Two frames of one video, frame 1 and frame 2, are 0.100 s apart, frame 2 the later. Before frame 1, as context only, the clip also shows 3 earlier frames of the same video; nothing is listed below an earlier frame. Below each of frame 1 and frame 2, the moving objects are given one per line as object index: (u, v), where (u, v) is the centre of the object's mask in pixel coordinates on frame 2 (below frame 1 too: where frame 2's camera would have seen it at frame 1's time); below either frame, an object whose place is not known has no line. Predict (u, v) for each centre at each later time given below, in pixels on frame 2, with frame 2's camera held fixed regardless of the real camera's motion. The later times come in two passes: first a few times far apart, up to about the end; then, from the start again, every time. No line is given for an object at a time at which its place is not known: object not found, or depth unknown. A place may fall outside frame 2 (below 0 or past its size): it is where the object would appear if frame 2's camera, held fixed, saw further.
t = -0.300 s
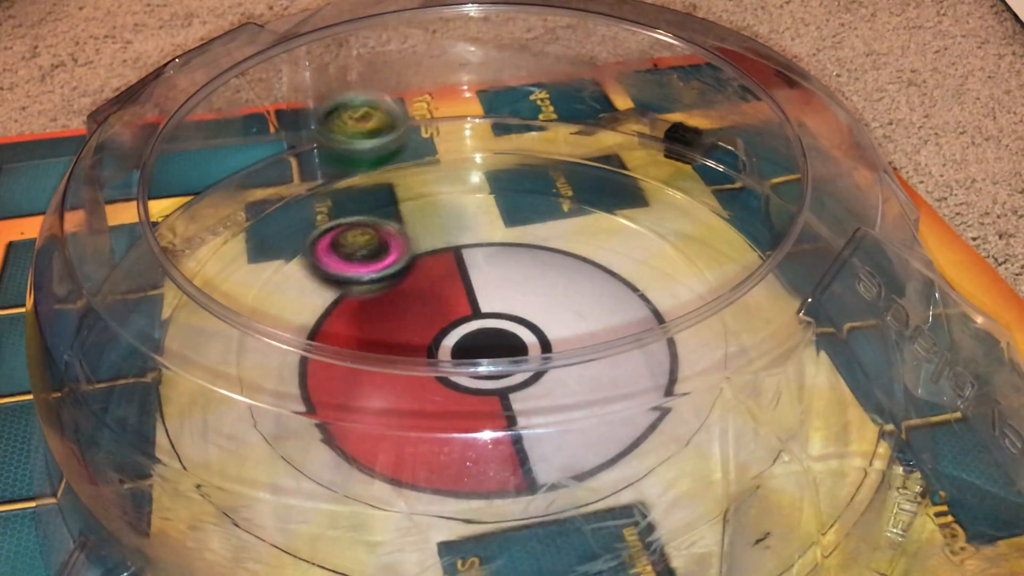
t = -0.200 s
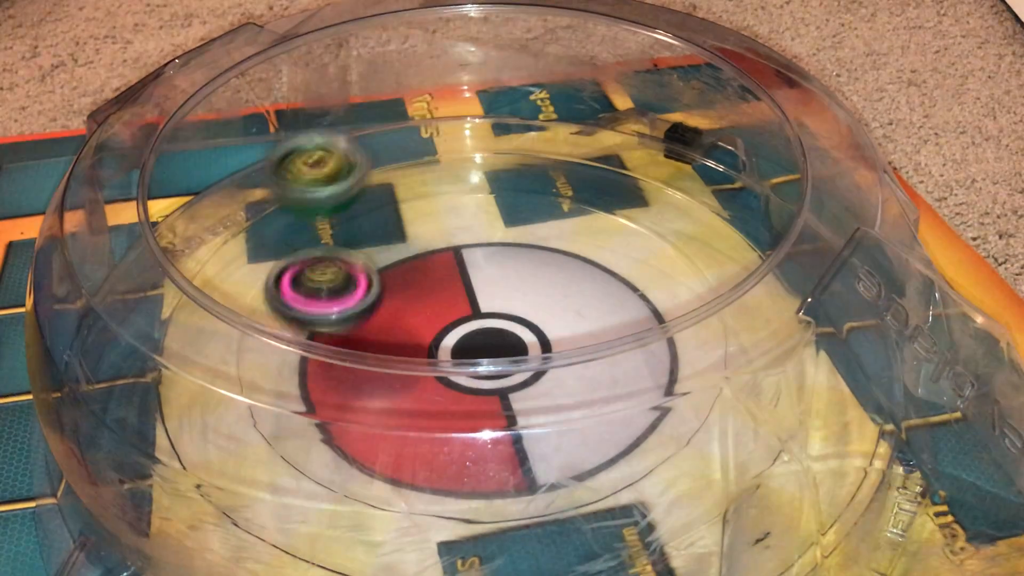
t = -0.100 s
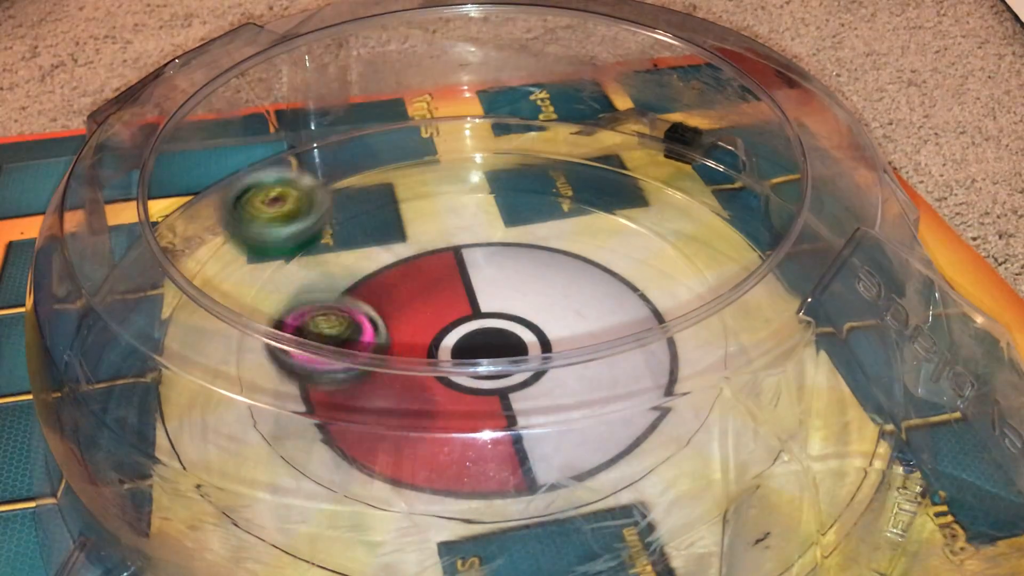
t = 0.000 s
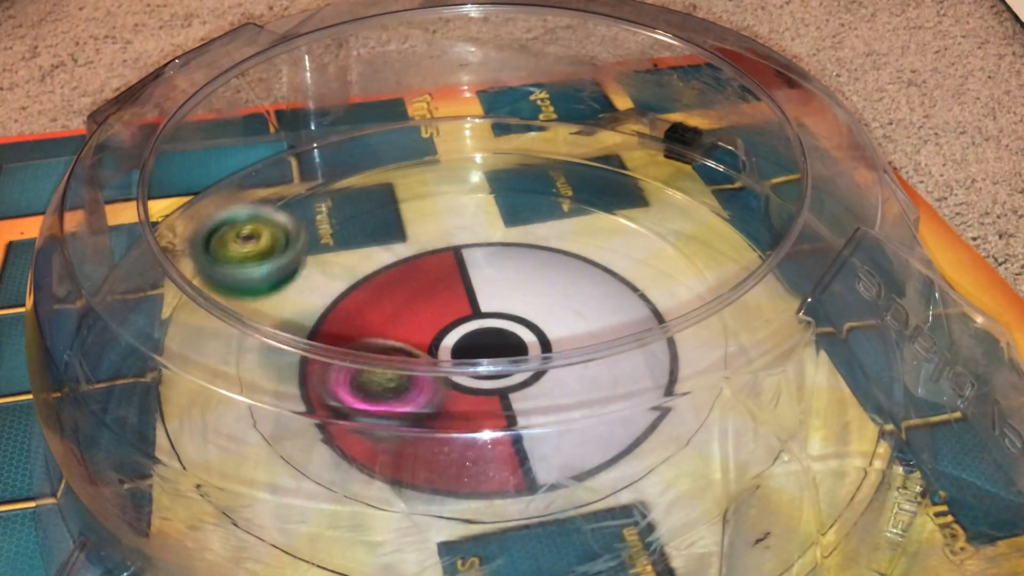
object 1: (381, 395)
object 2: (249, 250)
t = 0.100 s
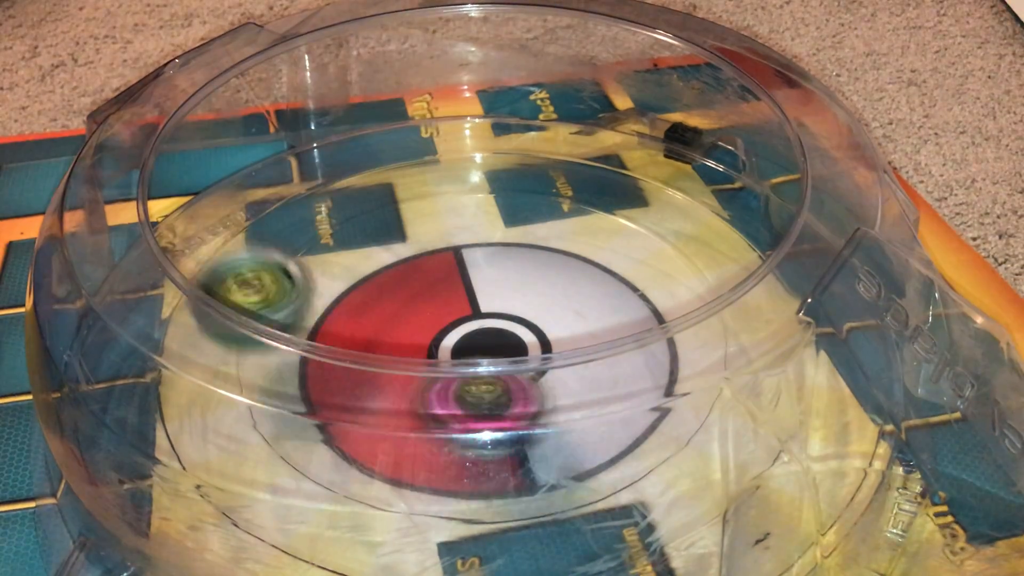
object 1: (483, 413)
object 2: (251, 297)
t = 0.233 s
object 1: (594, 346)
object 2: (385, 390)
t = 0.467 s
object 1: (547, 226)
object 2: (747, 299)
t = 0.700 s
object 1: (378, 232)
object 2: (735, 175)
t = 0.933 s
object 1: (341, 364)
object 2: (572, 121)
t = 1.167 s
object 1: (585, 391)
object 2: (369, 149)
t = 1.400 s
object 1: (632, 249)
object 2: (217, 225)
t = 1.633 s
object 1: (472, 205)
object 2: (163, 359)
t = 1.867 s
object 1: (345, 309)
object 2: (276, 482)
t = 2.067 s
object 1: (478, 423)
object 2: (450, 522)
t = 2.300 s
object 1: (677, 339)
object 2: (653, 492)
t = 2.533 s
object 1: (589, 230)
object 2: (762, 393)
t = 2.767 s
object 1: (386, 259)
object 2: (757, 274)
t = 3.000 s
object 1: (362, 413)
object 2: (674, 188)
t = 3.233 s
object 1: (596, 421)
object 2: (551, 135)
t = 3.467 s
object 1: (629, 286)
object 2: (415, 134)
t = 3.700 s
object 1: (429, 235)
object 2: (282, 176)
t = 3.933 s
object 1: (289, 350)
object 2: (175, 306)
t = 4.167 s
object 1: (456, 446)
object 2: (204, 416)
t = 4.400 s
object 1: (633, 334)
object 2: (310, 472)
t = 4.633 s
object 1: (514, 216)
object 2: (443, 487)
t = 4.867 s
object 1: (334, 250)
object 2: (608, 431)
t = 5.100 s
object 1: (342, 391)
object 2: (635, 234)
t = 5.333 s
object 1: (590, 390)
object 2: (384, 173)
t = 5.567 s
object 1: (586, 243)
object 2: (210, 230)
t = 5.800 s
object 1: (415, 222)
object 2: (186, 300)
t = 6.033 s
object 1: (343, 346)
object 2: (198, 353)
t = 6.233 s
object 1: (519, 415)
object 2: (236, 398)
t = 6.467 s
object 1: (635, 292)
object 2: (402, 429)
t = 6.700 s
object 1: (501, 220)
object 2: (634, 301)
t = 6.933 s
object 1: (346, 301)
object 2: (514, 178)
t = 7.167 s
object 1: (456, 420)
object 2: (311, 221)
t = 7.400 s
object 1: (612, 332)
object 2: (333, 401)
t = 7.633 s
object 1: (489, 248)
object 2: (659, 393)
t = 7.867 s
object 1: (352, 315)
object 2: (670, 219)
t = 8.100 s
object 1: (477, 411)
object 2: (452, 177)
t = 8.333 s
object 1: (559, 299)
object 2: (281, 296)
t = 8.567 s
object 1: (409, 267)
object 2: (430, 462)
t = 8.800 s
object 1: (398, 374)
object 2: (691, 377)
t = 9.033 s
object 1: (536, 348)
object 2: (612, 216)
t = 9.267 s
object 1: (508, 299)
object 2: (367, 197)
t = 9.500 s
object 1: (448, 312)
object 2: (251, 348)
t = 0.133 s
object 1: (518, 406)
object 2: (267, 316)
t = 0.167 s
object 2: (296, 344)
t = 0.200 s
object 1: (579, 371)
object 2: (337, 367)
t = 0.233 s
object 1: (594, 346)
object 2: (385, 390)
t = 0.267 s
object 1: (600, 318)
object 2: (447, 415)
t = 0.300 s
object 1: (608, 304)
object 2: (516, 416)
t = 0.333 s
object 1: (606, 286)
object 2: (587, 405)
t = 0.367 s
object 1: (598, 267)
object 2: (641, 386)
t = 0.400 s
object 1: (583, 251)
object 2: (688, 359)
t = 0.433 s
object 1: (566, 238)
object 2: (727, 326)
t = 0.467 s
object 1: (547, 226)
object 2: (747, 299)
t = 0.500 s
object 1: (525, 219)
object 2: (766, 275)
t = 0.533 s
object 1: (501, 215)
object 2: (782, 253)
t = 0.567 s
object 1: (477, 212)
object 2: (787, 233)
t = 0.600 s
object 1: (449, 214)
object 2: (787, 216)
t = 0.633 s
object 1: (423, 217)
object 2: (766, 197)
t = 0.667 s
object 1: (400, 223)
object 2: (756, 189)
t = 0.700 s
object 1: (378, 232)
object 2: (735, 175)
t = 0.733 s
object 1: (359, 242)
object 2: (717, 166)
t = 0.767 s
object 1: (343, 257)
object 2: (695, 157)
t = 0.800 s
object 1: (331, 275)
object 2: (672, 148)
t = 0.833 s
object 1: (323, 295)
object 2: (649, 140)
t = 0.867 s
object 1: (326, 309)
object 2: (625, 134)
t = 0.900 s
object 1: (329, 336)
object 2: (601, 127)
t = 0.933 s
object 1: (341, 364)
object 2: (572, 121)
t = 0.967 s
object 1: (363, 380)
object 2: (549, 119)
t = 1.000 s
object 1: (393, 405)
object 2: (522, 118)
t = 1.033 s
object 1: (428, 413)
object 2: (493, 120)
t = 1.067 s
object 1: (467, 418)
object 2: (458, 128)
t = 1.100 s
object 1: (509, 416)
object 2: (423, 136)
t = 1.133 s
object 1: (549, 408)
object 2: (396, 142)
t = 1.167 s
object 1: (585, 391)
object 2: (369, 149)
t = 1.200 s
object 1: (612, 368)
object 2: (342, 155)
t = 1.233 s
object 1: (633, 349)
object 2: (315, 163)
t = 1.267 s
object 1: (644, 326)
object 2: (290, 171)
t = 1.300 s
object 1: (649, 305)
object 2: (270, 185)
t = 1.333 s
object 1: (649, 285)
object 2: (251, 198)
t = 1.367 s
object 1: (642, 266)
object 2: (234, 211)
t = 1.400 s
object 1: (632, 249)
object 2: (217, 225)
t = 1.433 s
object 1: (616, 234)
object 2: (209, 238)
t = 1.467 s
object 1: (597, 223)
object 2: (206, 249)
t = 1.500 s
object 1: (574, 213)
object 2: (177, 277)
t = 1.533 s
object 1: (550, 206)
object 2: (169, 298)
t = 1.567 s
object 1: (524, 203)
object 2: (172, 315)
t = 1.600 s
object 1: (500, 203)
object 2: (167, 339)
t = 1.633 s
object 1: (472, 205)
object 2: (163, 359)
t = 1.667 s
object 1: (444, 212)
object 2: (172, 378)
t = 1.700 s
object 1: (419, 221)
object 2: (181, 398)
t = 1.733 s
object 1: (397, 234)
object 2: (190, 420)
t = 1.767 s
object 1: (376, 248)
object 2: (208, 438)
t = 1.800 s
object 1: (361, 266)
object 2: (227, 457)
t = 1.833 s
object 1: (348, 288)
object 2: (251, 470)
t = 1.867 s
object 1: (345, 309)
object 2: (276, 482)
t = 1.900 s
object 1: (348, 337)
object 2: (303, 496)
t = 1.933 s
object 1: (358, 363)
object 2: (331, 508)
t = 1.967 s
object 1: (380, 383)
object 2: (359, 516)
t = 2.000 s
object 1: (405, 410)
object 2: (388, 520)
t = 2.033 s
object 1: (442, 418)
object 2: (417, 522)
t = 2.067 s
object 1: (478, 423)
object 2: (450, 522)
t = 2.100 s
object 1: (519, 424)
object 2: (483, 520)
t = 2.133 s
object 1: (562, 422)
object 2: (515, 520)
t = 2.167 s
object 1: (598, 410)
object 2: (549, 517)
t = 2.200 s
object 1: (629, 398)
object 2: (579, 515)
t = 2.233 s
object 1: (654, 385)
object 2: (604, 509)
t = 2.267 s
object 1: (669, 360)
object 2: (633, 501)
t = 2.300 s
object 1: (677, 339)
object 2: (653, 492)
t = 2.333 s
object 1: (679, 318)
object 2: (670, 478)
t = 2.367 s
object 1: (676, 298)
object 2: (695, 466)
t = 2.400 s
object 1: (667, 280)
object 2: (710, 454)
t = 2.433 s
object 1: (655, 266)
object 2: (725, 444)
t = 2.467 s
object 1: (637, 250)
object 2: (741, 424)
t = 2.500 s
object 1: (615, 238)
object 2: (751, 407)
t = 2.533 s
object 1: (589, 230)
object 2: (762, 393)
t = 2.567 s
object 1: (563, 224)
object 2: (768, 376)
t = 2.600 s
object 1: (533, 220)
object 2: (770, 360)
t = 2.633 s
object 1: (503, 222)
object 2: (770, 343)
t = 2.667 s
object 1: (472, 226)
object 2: (767, 328)
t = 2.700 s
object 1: (440, 235)
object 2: (761, 307)
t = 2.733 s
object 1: (412, 246)
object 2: (760, 288)
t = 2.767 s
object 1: (386, 259)
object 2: (757, 274)
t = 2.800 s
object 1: (364, 276)
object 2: (735, 250)
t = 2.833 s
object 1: (346, 297)
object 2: (733, 241)
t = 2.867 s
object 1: (337, 312)
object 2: (730, 230)
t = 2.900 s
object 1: (330, 341)
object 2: (721, 220)
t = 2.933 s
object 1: (331, 366)
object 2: (708, 207)
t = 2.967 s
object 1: (341, 397)
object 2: (692, 198)
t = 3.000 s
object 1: (362, 413)
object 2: (674, 188)
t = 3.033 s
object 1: (388, 426)
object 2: (658, 179)
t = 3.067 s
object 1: (423, 438)
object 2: (639, 171)
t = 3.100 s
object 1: (459, 445)
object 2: (621, 162)
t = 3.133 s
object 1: (494, 447)
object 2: (604, 154)
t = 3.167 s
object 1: (529, 443)
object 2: (586, 148)
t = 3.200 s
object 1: (564, 432)
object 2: (569, 141)
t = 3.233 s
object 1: (596, 421)
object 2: (551, 135)
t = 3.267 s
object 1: (619, 408)
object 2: (533, 130)
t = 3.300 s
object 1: (638, 392)
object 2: (514, 128)
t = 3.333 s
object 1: (654, 375)
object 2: (495, 128)
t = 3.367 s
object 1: (655, 348)
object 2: (473, 129)
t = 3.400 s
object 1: (651, 324)
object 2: (454, 129)
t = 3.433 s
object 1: (639, 300)
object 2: (434, 131)
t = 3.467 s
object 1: (629, 286)
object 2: (415, 134)
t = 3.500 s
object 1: (609, 269)
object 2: (395, 138)
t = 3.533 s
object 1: (584, 256)
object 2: (378, 141)
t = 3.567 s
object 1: (556, 243)
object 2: (360, 146)
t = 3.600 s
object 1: (526, 237)
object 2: (340, 152)
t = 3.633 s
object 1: (495, 232)
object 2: (321, 159)
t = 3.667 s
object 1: (463, 232)
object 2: (301, 167)
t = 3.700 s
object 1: (429, 235)
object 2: (282, 176)
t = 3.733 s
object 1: (398, 241)
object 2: (266, 187)
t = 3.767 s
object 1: (369, 251)
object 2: (245, 199)
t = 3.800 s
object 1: (344, 263)
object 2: (226, 215)
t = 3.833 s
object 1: (323, 280)
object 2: (210, 232)
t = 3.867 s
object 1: (308, 298)
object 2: (204, 247)
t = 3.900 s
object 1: (305, 309)
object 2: (180, 282)
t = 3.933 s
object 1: (289, 350)
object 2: (175, 306)
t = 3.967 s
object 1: (292, 367)
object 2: (160, 333)
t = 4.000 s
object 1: (303, 394)
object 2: (165, 355)
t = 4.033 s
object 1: (322, 409)
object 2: (169, 369)
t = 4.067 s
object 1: (348, 426)
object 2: (176, 382)
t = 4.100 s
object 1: (380, 436)
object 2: (183, 394)
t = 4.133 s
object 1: (416, 443)
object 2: (191, 406)
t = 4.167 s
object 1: (456, 446)
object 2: (204, 416)
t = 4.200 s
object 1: (496, 445)
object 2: (216, 429)
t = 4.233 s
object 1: (530, 434)
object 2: (228, 439)
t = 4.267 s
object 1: (565, 423)
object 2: (244, 447)
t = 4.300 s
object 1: (595, 405)
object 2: (259, 455)
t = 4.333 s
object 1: (616, 385)
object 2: (274, 462)
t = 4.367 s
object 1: (630, 358)
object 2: (291, 467)
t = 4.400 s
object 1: (633, 334)
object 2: (310, 472)
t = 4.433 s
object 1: (627, 306)
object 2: (327, 478)
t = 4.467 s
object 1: (622, 289)
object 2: (343, 483)
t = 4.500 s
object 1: (607, 269)
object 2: (364, 486)
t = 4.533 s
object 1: (587, 250)
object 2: (382, 489)
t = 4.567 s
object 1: (566, 236)
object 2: (402, 490)
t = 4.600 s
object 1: (541, 224)
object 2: (423, 491)
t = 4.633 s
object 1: (514, 216)
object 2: (443, 487)
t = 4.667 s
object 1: (486, 213)
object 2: (461, 485)
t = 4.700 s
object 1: (457, 211)
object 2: (480, 481)
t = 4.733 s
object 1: (426, 214)
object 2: (501, 476)
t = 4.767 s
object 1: (399, 218)
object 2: (525, 471)
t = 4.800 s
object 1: (375, 225)
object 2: (549, 464)
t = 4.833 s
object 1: (352, 237)
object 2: (578, 451)
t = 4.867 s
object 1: (334, 250)
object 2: (608, 431)
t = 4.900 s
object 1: (320, 267)
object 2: (635, 408)
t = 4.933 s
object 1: (309, 285)
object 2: (658, 389)
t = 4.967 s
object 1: (307, 301)
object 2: (667, 354)
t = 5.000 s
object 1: (304, 324)
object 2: (672, 321)
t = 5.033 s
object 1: (313, 341)
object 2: (665, 285)
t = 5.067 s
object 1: (324, 369)
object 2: (657, 263)
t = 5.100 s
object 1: (342, 391)
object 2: (635, 234)
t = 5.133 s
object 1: (371, 408)
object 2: (608, 210)
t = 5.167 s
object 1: (407, 418)
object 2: (579, 194)
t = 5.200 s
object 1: (446, 423)
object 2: (542, 182)
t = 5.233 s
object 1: (486, 421)
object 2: (507, 175)
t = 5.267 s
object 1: (522, 415)
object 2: (465, 170)
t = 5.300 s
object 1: (558, 406)
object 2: (427, 169)
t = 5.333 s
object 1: (590, 390)
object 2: (384, 173)
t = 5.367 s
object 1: (607, 367)
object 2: (344, 182)
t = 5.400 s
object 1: (618, 343)
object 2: (311, 191)
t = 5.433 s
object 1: (617, 311)
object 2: (280, 200)
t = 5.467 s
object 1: (621, 297)
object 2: (259, 207)
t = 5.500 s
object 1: (615, 278)
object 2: (236, 215)
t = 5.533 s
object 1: (603, 260)
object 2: (220, 222)
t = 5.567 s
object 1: (586, 243)
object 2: (210, 230)
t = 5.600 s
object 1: (568, 231)
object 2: (210, 240)
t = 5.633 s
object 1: (545, 220)
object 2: (208, 250)
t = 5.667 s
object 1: (521, 214)
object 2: (193, 267)
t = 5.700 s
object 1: (495, 211)
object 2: (191, 277)
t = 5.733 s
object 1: (469, 211)
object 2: (189, 285)
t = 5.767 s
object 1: (442, 216)
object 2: (190, 293)
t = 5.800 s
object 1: (415, 222)
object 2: (186, 300)
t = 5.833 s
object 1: (394, 232)
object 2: (187, 305)
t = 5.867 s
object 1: (372, 246)
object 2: (190, 312)
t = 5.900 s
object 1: (354, 262)
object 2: (193, 319)
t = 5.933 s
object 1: (341, 281)
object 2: (195, 325)
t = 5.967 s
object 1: (333, 302)
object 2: (199, 334)
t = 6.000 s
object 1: (341, 316)
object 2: (198, 343)
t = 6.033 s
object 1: (343, 346)
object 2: (198, 353)
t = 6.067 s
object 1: (358, 367)
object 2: (198, 363)
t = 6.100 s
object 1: (385, 387)
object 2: (203, 370)
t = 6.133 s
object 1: (411, 411)
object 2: (209, 377)
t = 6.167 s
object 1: (447, 416)
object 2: (215, 385)
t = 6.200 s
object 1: (482, 418)
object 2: (223, 391)
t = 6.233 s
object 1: (519, 415)
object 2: (236, 398)
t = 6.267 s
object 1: (554, 407)
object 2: (247, 403)
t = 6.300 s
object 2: (258, 407)
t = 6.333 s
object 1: (608, 371)
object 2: (272, 412)
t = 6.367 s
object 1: (626, 353)
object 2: (292, 418)
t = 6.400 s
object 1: (634, 332)
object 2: (323, 422)
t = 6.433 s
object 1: (633, 305)
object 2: (359, 428)
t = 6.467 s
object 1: (635, 292)
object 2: (402, 429)
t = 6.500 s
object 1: (627, 275)
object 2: (453, 431)
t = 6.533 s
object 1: (615, 260)
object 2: (501, 425)
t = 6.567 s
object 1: (597, 245)
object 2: (547, 414)
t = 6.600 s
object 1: (576, 234)
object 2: (585, 398)
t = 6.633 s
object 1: (554, 225)
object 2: (613, 362)
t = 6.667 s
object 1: (527, 222)
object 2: (628, 339)
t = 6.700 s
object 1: (501, 220)
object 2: (634, 301)
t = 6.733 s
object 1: (473, 222)
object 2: (638, 283)
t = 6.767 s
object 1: (444, 228)
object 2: (628, 257)
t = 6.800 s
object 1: (417, 238)
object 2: (613, 232)
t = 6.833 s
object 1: (395, 248)
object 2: (593, 212)
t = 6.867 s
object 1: (374, 264)
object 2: (568, 198)
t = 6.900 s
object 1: (357, 281)
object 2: (543, 186)
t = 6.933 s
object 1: (346, 301)
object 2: (514, 178)
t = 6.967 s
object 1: (346, 315)
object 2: (485, 173)
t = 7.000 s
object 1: (345, 342)
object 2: (453, 172)
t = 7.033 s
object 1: (355, 368)
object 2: (424, 173)
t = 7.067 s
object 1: (372, 382)
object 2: (391, 181)
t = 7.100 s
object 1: (394, 406)
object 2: (364, 188)
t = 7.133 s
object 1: (424, 415)
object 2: (339, 201)
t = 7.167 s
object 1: (456, 420)
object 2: (311, 221)
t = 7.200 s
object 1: (488, 420)
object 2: (293, 239)
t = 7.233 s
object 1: (521, 415)
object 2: (282, 263)
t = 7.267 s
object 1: (551, 408)
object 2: (279, 284)
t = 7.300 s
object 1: (580, 396)
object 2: (275, 316)
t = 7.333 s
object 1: (597, 370)
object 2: (283, 347)
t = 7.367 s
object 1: (611, 353)
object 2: (301, 373)
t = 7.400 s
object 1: (612, 332)
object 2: (333, 401)
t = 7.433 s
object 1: (607, 310)
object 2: (371, 419)
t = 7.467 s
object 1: (602, 297)
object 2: (418, 431)
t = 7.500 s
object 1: (587, 281)
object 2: (471, 442)
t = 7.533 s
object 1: (566, 267)
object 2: (520, 439)
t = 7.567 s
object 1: (542, 258)
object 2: (574, 428)
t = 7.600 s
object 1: (517, 251)
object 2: (620, 413)
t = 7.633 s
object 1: (489, 248)
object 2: (659, 393)
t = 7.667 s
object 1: (461, 250)
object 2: (687, 369)
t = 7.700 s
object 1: (433, 255)
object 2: (699, 339)
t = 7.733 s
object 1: (409, 263)
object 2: (708, 309)
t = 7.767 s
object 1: (387, 274)
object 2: (706, 284)
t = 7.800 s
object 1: (368, 288)
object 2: (698, 259)
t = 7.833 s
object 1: (355, 304)
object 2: (689, 240)
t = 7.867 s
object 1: (352, 315)
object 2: (670, 219)
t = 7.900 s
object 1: (350, 339)
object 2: (647, 203)
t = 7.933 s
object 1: (360, 352)
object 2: (615, 189)
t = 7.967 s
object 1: (372, 376)
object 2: (587, 180)
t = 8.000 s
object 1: (392, 397)
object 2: (555, 175)
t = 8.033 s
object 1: (420, 409)
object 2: (522, 174)
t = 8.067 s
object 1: (449, 412)
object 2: (489, 173)
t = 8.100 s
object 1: (477, 411)
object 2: (452, 177)
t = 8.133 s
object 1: (504, 407)
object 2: (420, 185)
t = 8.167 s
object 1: (529, 396)
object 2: (387, 196)
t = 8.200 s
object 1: (548, 371)
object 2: (353, 213)
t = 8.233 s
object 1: (561, 353)
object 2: (326, 230)
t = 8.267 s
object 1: (563, 326)
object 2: (302, 251)
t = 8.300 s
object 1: (565, 315)
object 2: (286, 280)
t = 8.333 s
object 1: (559, 299)
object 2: (281, 296)
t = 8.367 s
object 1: (545, 283)
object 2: (272, 336)
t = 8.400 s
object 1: (526, 272)
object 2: (277, 367)
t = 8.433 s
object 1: (503, 263)
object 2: (289, 397)
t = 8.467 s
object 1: (479, 258)
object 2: (313, 417)
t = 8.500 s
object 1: (456, 257)
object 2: (343, 437)
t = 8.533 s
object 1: (431, 261)
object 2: (383, 451)
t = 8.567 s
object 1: (409, 267)
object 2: (430, 462)
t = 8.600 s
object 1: (391, 277)
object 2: (475, 468)
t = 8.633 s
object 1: (376, 290)
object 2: (526, 464)
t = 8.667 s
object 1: (367, 304)
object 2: (571, 454)
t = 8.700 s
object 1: (366, 317)
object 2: (614, 436)
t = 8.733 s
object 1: (371, 326)
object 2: (647, 416)
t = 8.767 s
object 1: (380, 353)
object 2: (670, 396)
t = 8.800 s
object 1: (398, 374)
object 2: (691, 377)
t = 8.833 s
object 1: (420, 381)
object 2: (697, 348)
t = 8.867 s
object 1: (447, 385)
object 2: (698, 321)
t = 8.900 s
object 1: (471, 386)
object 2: (690, 296)
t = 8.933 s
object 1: (494, 382)
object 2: (677, 272)
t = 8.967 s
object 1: (514, 376)
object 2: (660, 251)
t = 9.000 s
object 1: (525, 359)
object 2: (638, 232)
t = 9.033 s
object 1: (536, 348)
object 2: (612, 216)
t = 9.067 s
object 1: (538, 330)
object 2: (578, 203)
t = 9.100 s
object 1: (541, 323)
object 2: (546, 193)
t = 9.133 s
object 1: (539, 317)
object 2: (513, 188)
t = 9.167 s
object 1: (534, 313)
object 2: (476, 184)
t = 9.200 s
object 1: (526, 307)
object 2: (438, 185)
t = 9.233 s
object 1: (516, 302)
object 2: (401, 191)
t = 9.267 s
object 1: (508, 299)
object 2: (367, 197)
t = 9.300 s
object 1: (497, 296)
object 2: (338, 207)
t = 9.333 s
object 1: (488, 296)
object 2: (307, 221)
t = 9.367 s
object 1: (477, 296)
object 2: (284, 235)
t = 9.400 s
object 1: (468, 298)
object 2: (262, 258)
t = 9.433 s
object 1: (459, 302)
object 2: (254, 276)
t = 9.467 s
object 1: (453, 306)
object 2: (245, 315)
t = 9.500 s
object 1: (448, 312)
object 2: (251, 348)
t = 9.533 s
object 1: (444, 317)
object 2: (263, 387)
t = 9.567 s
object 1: (444, 321)
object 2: (288, 404)
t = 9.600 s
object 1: (445, 325)
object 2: (318, 423)
